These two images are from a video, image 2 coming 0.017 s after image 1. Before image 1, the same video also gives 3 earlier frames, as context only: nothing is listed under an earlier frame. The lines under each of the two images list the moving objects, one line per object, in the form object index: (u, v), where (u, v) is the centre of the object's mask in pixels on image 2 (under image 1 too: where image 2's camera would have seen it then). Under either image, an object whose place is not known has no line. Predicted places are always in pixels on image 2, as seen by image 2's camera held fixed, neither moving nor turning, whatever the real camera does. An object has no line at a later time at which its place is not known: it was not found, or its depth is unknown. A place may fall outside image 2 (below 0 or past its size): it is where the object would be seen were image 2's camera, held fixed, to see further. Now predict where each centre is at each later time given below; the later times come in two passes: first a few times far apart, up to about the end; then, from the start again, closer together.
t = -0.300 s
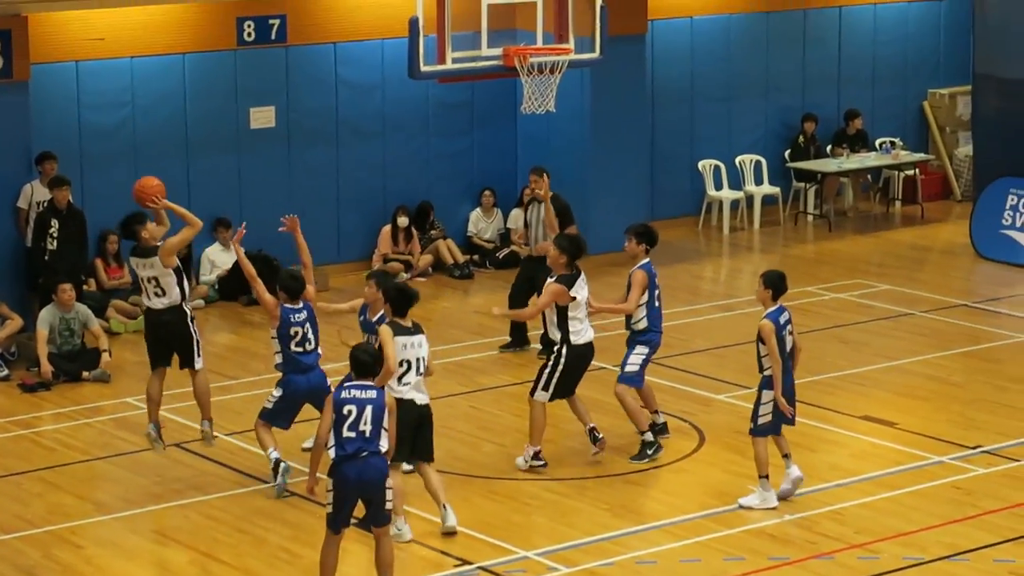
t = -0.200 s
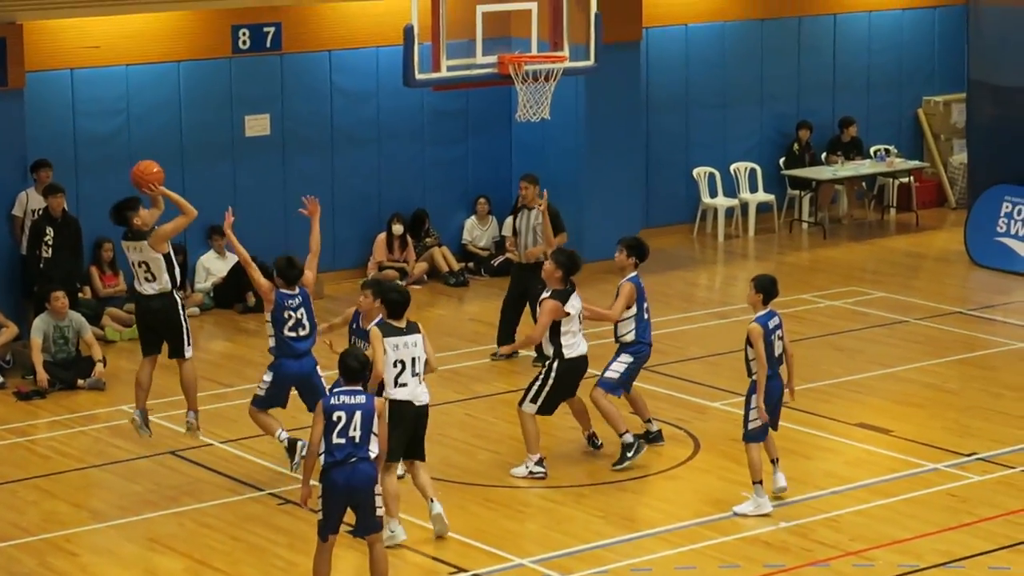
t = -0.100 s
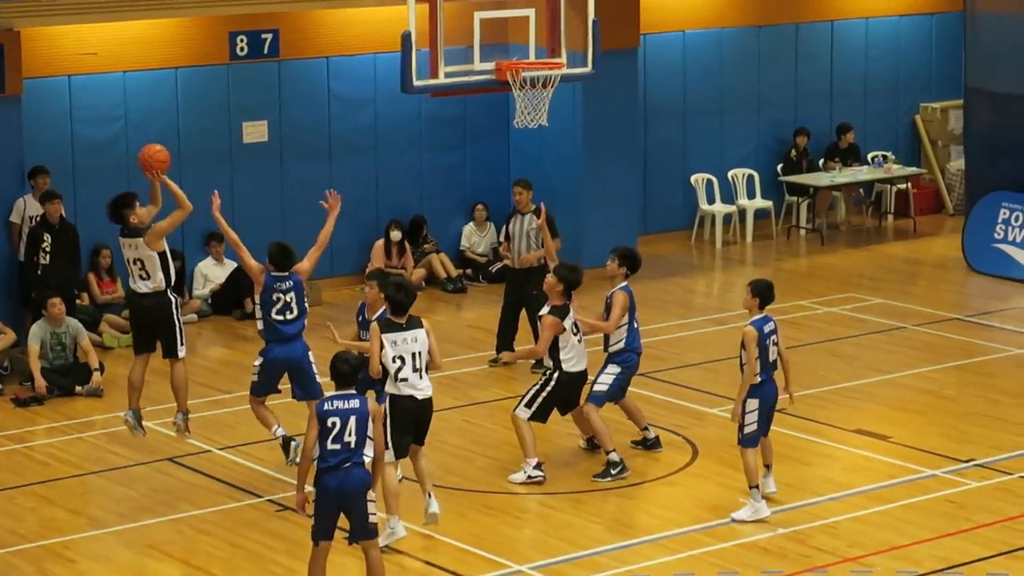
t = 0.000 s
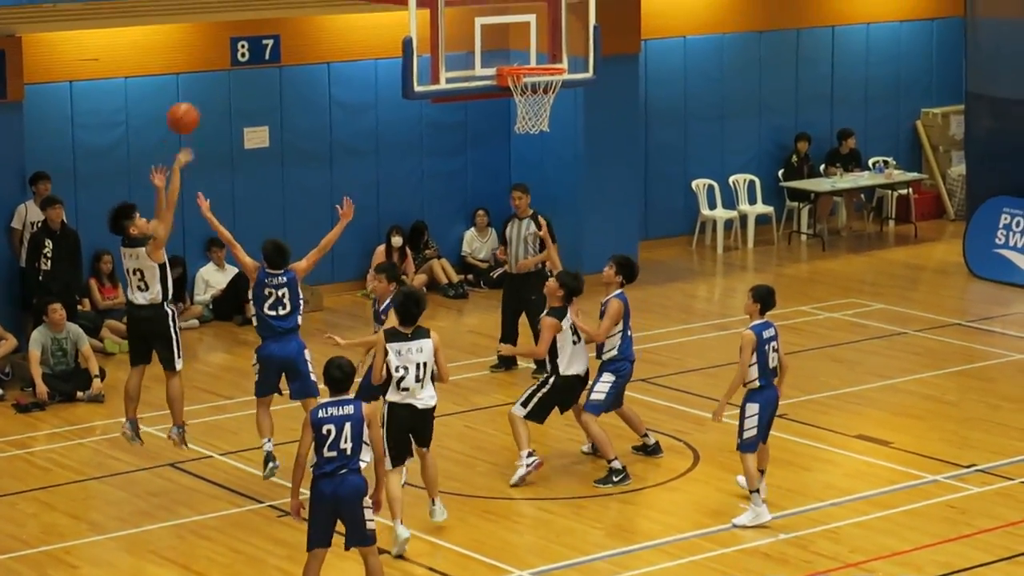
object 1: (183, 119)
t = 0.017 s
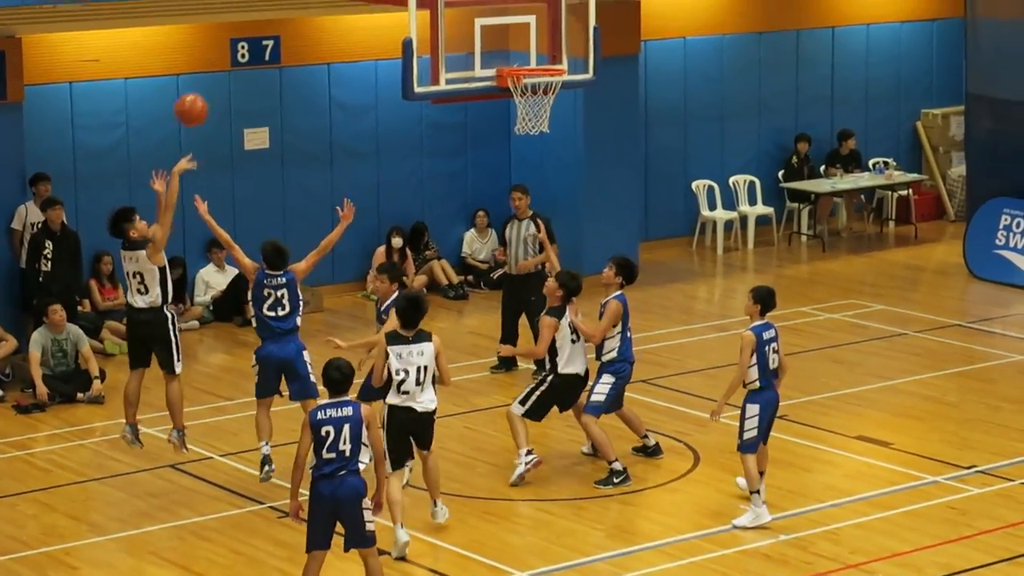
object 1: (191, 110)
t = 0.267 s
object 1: (305, 7)
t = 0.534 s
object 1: (426, -13)
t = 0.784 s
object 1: (535, 55)
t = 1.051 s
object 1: (518, 54)
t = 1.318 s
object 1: (491, 59)
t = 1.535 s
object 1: (472, 107)
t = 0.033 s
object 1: (199, 100)
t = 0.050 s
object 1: (207, 91)
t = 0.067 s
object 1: (214, 82)
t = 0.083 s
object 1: (222, 74)
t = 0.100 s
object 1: (229, 66)
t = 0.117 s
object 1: (238, 58)
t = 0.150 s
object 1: (253, 44)
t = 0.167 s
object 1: (261, 38)
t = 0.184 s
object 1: (267, 32)
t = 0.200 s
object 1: (275, 26)
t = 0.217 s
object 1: (283, 21)
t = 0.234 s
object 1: (290, 15)
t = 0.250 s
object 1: (298, 11)
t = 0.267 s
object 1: (305, 7)
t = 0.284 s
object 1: (313, 3)
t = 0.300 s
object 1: (321, -1)
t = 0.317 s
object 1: (328, -4)
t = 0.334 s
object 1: (336, -6)
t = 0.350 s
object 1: (344, -8)
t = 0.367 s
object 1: (352, -9)
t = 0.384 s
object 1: (360, -11)
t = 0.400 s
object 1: (366, -11)
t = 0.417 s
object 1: (374, -14)
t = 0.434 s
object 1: (381, -15)
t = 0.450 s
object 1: (389, -15)
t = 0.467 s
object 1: (397, -14)
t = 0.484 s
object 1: (404, -15)
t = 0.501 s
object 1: (411, -14)
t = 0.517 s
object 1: (418, -13)
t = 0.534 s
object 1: (426, -13)
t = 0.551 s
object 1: (433, -10)
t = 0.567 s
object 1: (441, -8)
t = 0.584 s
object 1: (449, -5)
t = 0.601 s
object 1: (455, -2)
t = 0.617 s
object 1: (463, 1)
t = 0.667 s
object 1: (484, 13)
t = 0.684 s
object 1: (492, 18)
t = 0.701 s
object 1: (500, 24)
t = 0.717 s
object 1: (506, 29)
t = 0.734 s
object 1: (514, 35)
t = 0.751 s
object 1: (520, 41)
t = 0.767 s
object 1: (528, 48)
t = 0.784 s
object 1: (535, 55)
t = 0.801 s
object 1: (541, 60)
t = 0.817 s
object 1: (544, 60)
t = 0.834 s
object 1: (546, 59)
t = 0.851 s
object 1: (548, 61)
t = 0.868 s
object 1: (550, 61)
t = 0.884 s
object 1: (550, 61)
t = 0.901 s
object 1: (547, 60)
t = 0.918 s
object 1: (545, 60)
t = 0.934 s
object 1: (542, 60)
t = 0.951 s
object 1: (539, 60)
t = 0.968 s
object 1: (535, 58)
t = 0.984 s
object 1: (531, 58)
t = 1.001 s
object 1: (528, 57)
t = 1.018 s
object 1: (524, 56)
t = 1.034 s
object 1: (521, 55)
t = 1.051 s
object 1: (518, 54)
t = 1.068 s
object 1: (516, 53)
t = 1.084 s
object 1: (514, 52)
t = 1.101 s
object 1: (511, 52)
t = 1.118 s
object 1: (508, 52)
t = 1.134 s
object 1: (507, 52)
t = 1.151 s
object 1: (505, 52)
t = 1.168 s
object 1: (504, 52)
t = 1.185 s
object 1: (502, 52)
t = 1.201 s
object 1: (501, 53)
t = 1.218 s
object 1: (499, 54)
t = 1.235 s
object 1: (498, 56)
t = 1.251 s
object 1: (497, 56)
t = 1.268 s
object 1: (495, 57)
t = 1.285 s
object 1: (493, 57)
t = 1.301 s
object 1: (492, 58)
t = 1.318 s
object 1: (491, 59)
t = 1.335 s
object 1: (489, 61)
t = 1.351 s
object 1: (488, 63)
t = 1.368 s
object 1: (487, 66)
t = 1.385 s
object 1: (485, 67)
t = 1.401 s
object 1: (483, 71)
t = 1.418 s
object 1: (482, 75)
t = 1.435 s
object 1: (480, 78)
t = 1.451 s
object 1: (479, 83)
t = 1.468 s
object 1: (478, 86)
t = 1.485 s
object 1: (476, 91)
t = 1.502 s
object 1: (474, 96)
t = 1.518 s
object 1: (473, 101)
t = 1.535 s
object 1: (472, 107)
